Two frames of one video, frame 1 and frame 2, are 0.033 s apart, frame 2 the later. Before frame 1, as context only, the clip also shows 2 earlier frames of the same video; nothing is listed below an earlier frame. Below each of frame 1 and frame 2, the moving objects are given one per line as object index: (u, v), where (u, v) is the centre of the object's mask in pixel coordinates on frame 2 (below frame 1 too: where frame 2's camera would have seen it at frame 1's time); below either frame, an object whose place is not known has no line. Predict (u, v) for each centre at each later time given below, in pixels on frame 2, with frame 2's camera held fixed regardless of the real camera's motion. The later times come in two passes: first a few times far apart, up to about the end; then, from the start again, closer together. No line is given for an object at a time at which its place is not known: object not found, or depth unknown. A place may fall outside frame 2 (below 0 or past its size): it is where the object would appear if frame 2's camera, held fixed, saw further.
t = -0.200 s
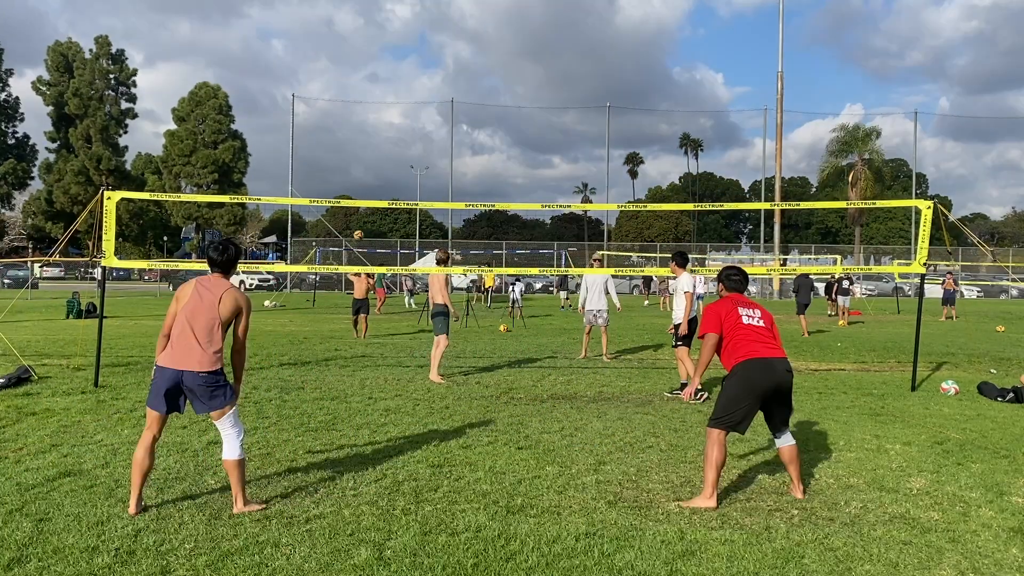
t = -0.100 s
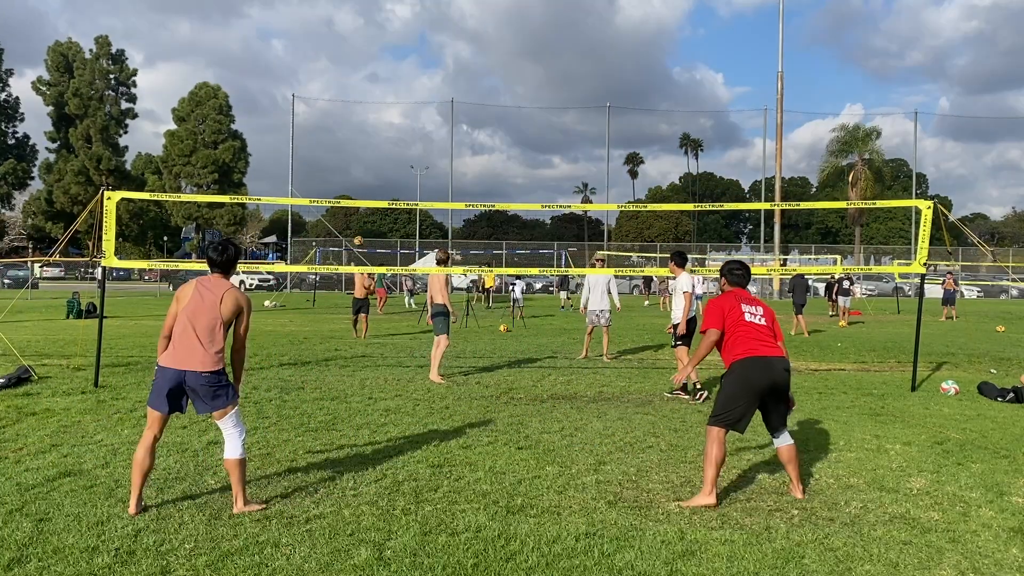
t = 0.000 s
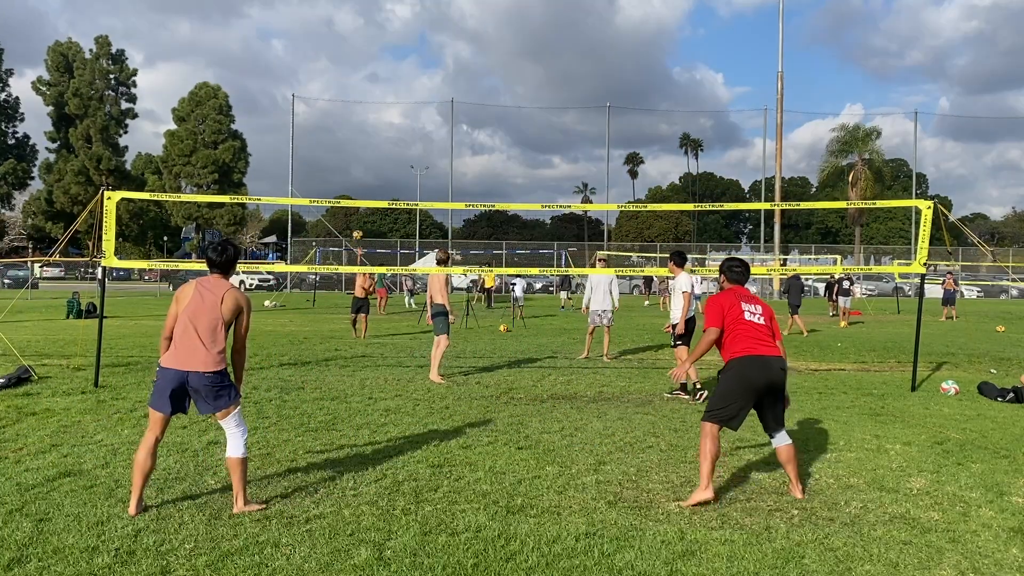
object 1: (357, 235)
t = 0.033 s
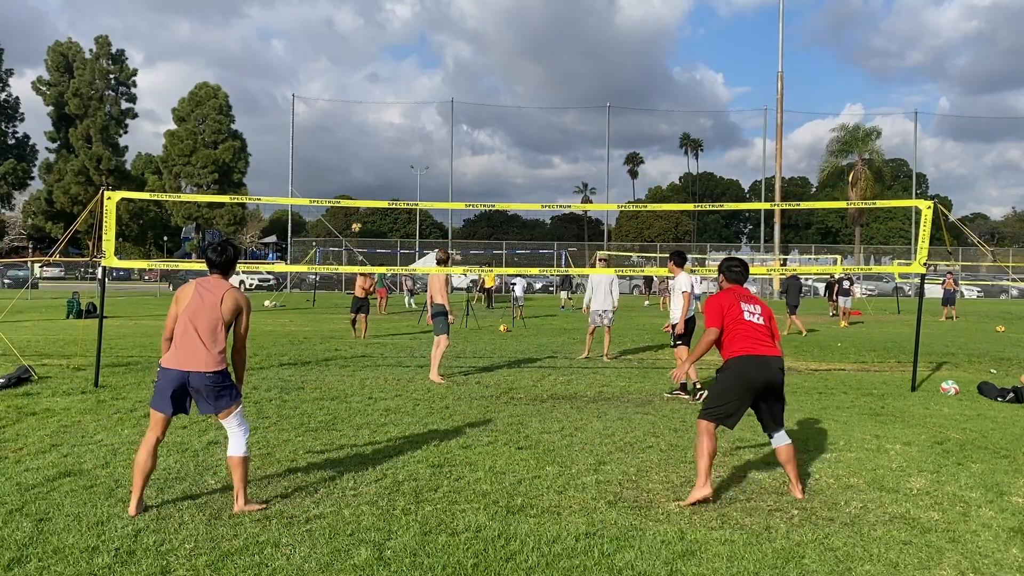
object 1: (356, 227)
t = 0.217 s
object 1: (350, 190)
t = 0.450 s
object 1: (337, 152)
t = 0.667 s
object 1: (315, 142)
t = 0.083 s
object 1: (354, 216)
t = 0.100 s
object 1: (354, 213)
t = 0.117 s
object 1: (353, 210)
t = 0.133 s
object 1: (353, 208)
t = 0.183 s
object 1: (352, 196)
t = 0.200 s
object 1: (351, 193)
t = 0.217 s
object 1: (350, 190)
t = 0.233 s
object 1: (350, 186)
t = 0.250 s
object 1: (349, 183)
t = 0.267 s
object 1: (349, 180)
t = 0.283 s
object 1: (348, 177)
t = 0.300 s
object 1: (347, 174)
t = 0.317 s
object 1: (346, 171)
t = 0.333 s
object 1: (345, 169)
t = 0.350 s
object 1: (344, 166)
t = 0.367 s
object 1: (343, 163)
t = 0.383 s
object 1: (342, 161)
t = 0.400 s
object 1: (341, 158)
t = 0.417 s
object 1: (340, 156)
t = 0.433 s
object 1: (339, 154)
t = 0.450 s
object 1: (337, 152)
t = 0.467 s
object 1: (336, 150)
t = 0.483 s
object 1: (334, 148)
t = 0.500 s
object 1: (333, 146)
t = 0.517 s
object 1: (331, 145)
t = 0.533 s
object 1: (330, 143)
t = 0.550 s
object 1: (328, 142)
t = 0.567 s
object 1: (326, 142)
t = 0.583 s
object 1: (325, 141)
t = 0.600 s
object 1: (323, 140)
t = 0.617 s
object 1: (321, 140)
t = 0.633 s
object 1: (319, 141)
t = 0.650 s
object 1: (317, 141)
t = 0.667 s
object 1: (315, 142)
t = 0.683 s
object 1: (312, 143)
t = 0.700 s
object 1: (310, 144)
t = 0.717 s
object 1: (308, 145)
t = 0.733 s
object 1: (305, 147)
